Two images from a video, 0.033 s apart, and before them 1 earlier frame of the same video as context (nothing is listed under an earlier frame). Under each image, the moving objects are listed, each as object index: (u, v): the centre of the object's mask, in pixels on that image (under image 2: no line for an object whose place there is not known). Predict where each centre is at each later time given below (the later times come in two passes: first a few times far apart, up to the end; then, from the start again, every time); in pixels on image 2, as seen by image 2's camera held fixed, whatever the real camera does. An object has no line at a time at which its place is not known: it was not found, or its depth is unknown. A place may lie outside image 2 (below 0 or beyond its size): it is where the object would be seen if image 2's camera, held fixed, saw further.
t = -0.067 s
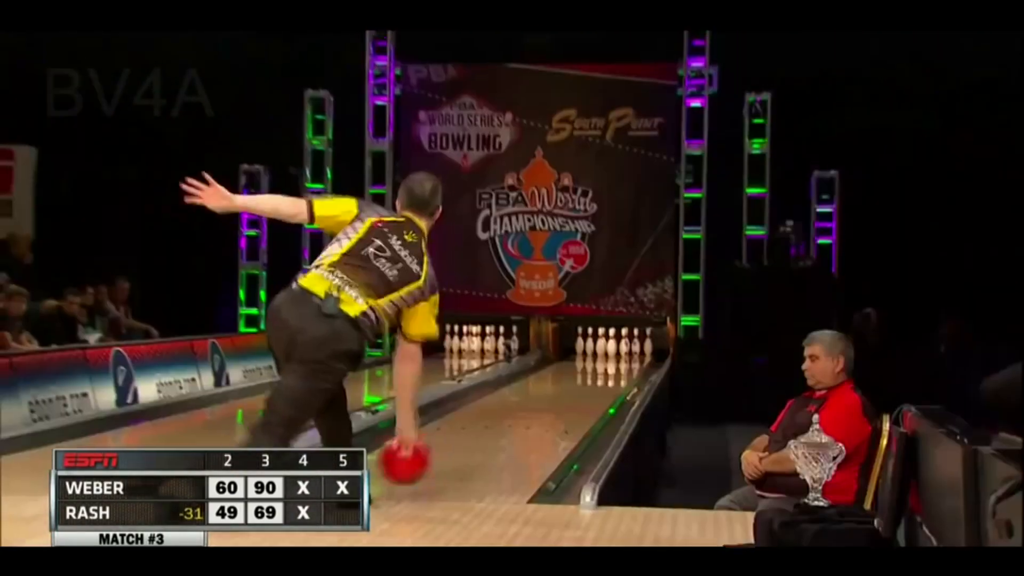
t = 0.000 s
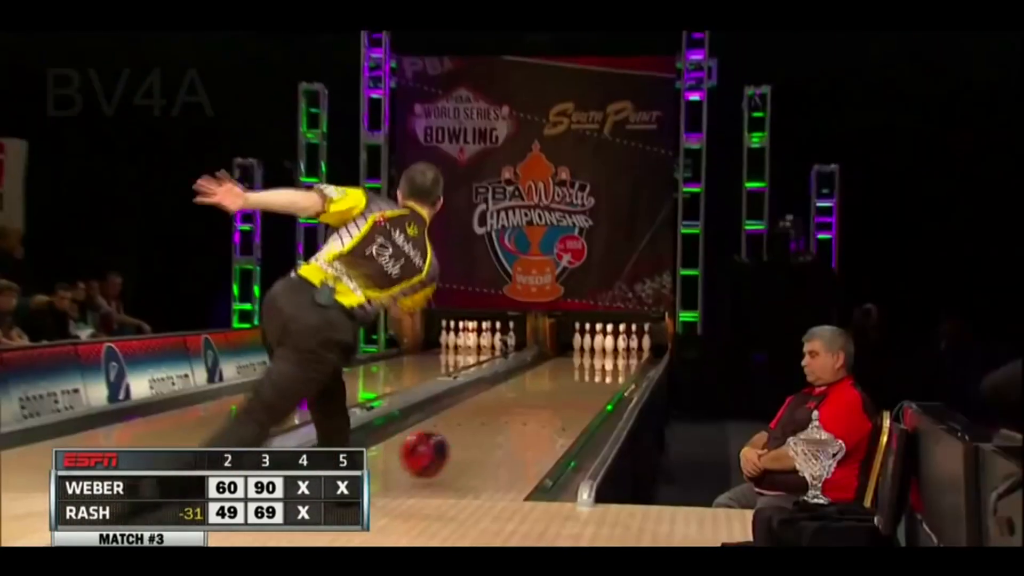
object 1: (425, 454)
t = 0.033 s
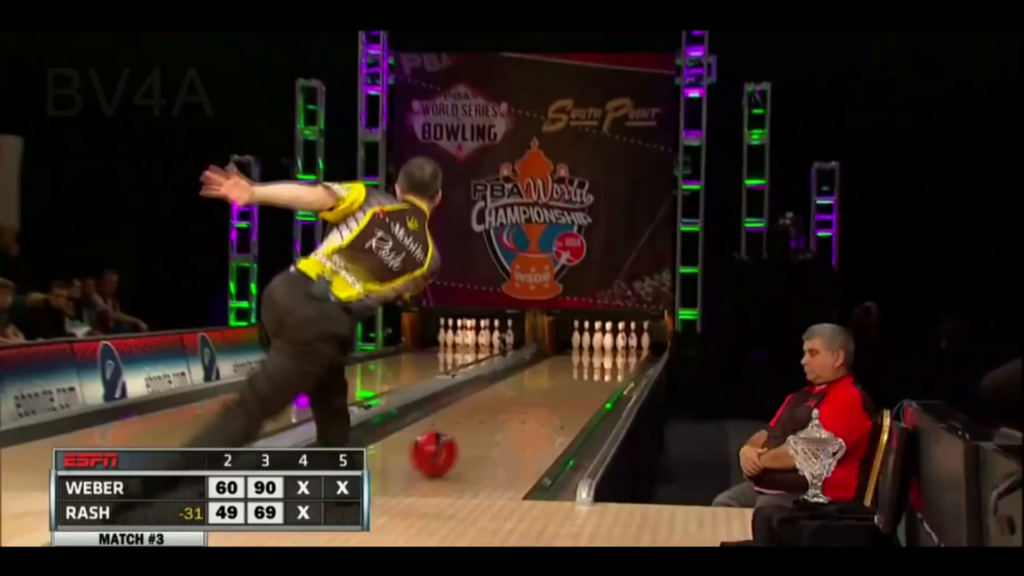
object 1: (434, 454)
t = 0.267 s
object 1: (497, 425)
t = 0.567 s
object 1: (549, 399)
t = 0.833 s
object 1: (581, 382)
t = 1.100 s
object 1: (603, 371)
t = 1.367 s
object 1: (618, 362)
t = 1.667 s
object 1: (625, 356)
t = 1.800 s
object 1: (626, 351)
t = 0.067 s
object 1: (445, 448)
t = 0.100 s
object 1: (455, 444)
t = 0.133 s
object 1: (464, 441)
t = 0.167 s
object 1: (473, 437)
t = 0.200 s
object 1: (482, 433)
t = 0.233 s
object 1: (489, 429)
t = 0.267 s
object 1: (497, 425)
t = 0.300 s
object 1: (504, 422)
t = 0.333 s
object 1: (511, 418)
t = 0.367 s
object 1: (517, 415)
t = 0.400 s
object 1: (523, 412)
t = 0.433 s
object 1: (529, 409)
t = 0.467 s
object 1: (534, 406)
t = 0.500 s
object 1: (539, 403)
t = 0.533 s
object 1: (544, 401)
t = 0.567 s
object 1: (549, 399)
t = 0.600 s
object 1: (554, 396)
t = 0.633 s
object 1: (558, 394)
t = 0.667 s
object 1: (562, 392)
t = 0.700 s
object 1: (566, 390)
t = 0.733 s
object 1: (570, 388)
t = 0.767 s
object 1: (574, 386)
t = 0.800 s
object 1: (577, 385)
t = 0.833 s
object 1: (581, 382)
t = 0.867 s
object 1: (584, 381)
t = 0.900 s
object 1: (587, 379)
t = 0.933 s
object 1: (590, 378)
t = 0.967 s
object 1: (593, 376)
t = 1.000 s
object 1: (595, 375)
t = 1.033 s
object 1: (598, 374)
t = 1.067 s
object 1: (601, 372)
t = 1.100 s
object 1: (603, 371)
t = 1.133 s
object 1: (606, 370)
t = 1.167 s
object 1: (607, 369)
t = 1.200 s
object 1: (609, 368)
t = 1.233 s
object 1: (612, 367)
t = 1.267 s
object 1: (614, 365)
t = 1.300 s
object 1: (615, 364)
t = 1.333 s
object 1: (617, 363)
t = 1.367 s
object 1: (618, 362)
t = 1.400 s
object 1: (619, 361)
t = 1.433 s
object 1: (620, 360)
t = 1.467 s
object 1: (622, 359)
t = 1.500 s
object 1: (623, 359)
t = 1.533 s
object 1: (623, 358)
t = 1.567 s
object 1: (623, 358)
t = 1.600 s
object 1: (624, 358)
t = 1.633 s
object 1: (624, 357)
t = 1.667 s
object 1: (625, 356)
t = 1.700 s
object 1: (625, 354)
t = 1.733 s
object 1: (626, 353)
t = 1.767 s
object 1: (626, 352)
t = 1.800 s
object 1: (626, 351)
